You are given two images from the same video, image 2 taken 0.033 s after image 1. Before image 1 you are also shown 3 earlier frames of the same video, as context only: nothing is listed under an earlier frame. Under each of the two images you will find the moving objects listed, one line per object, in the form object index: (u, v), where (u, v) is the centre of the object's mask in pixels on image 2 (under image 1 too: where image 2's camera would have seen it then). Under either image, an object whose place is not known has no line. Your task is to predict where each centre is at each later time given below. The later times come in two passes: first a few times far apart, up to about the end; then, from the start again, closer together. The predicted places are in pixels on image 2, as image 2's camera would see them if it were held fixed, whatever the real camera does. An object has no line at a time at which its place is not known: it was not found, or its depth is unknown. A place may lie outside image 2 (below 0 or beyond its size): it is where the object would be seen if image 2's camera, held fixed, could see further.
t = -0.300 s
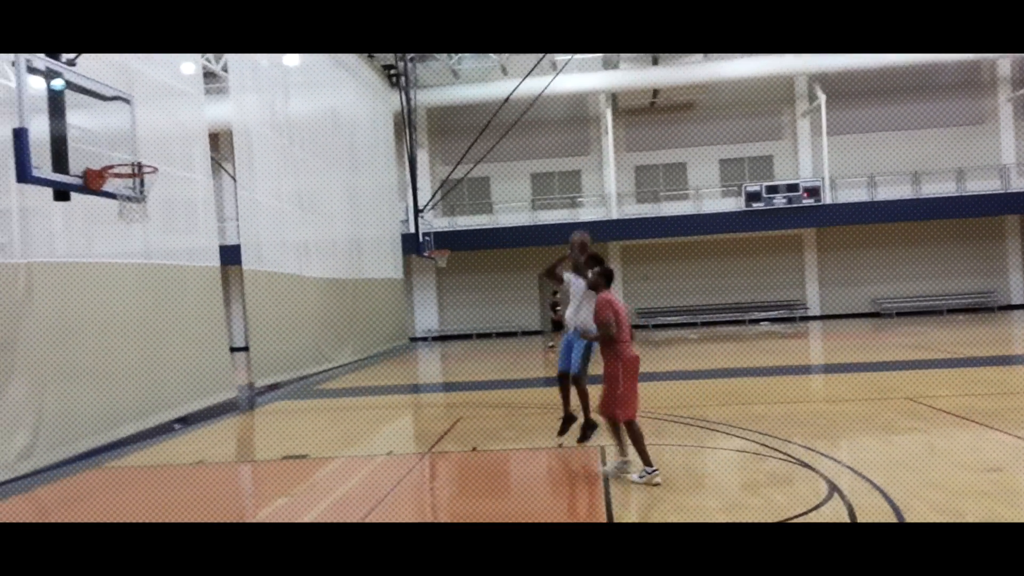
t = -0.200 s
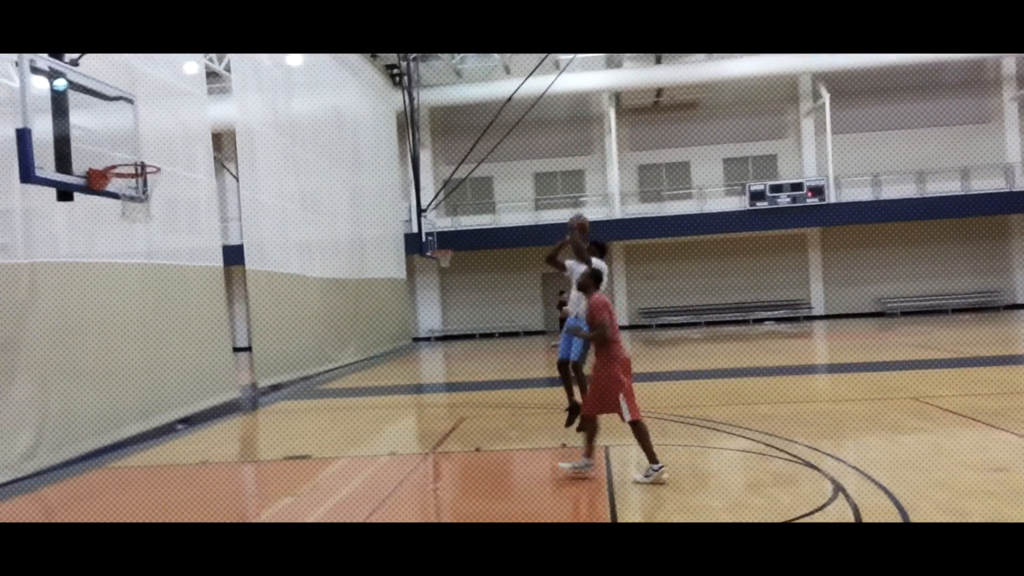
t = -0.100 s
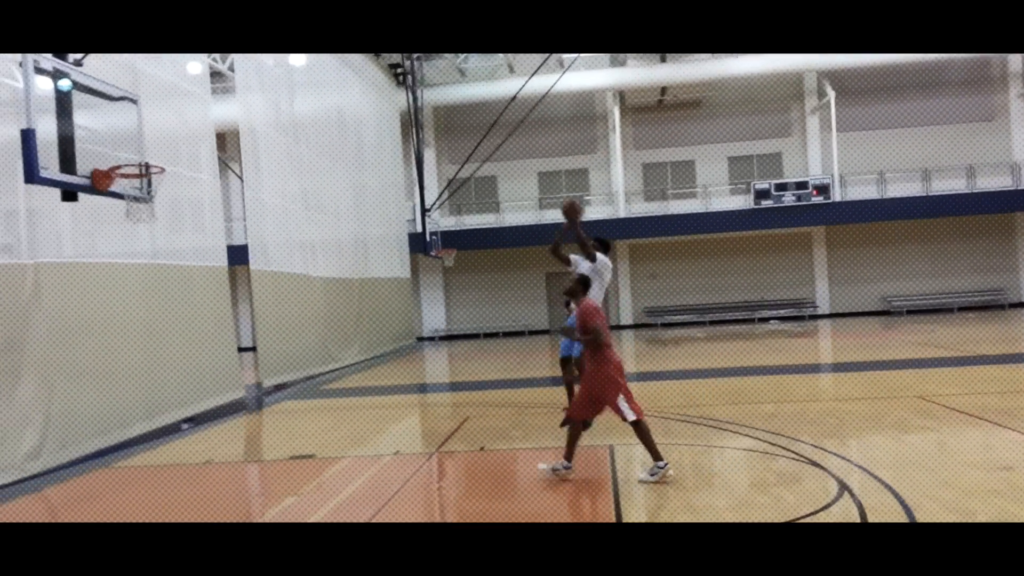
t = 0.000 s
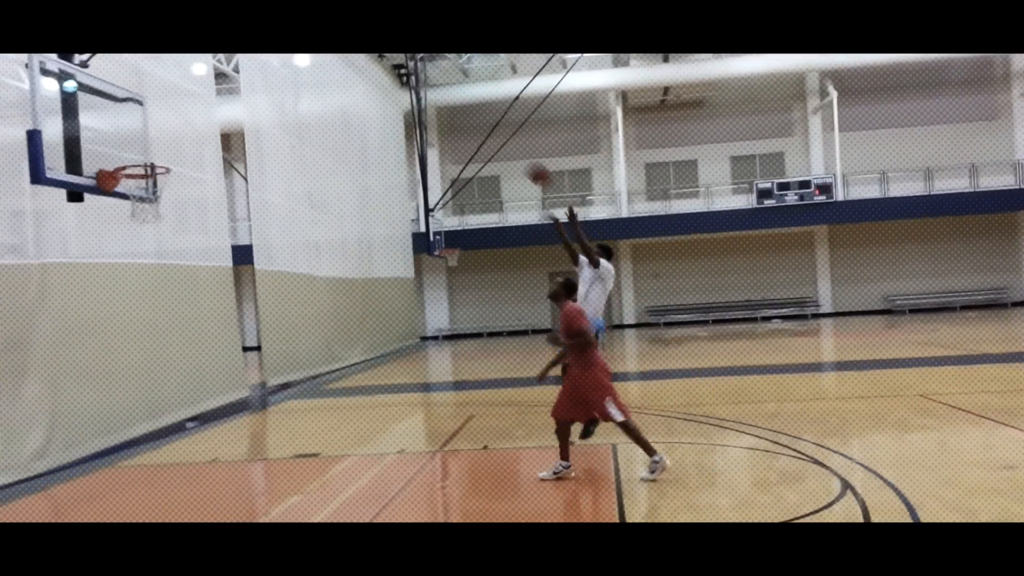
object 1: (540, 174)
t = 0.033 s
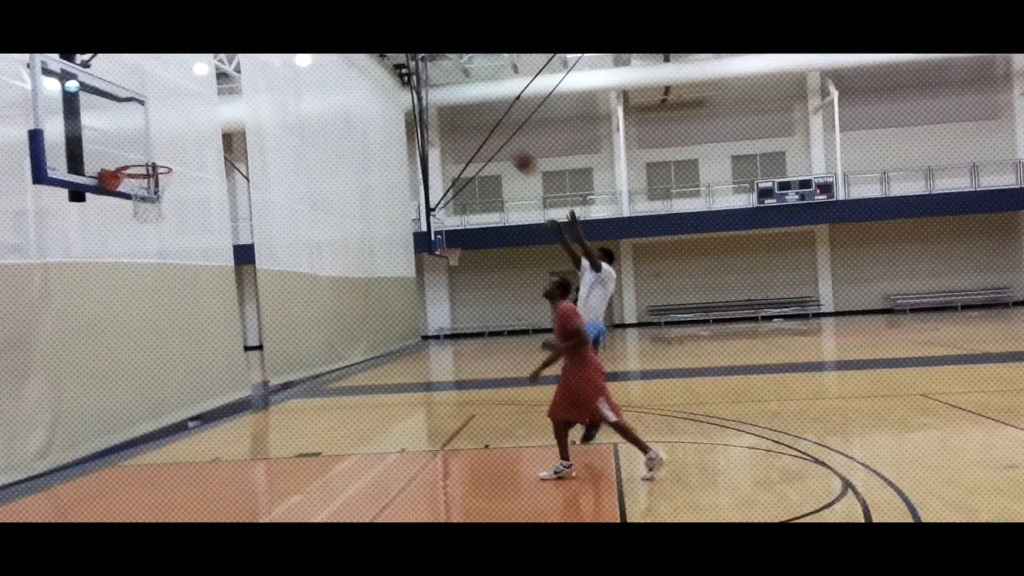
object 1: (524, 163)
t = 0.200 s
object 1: (446, 117)
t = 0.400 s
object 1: (349, 89)
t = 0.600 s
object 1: (250, 103)
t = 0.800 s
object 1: (145, 157)
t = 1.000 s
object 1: (178, 239)
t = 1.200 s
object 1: (227, 338)
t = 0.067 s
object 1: (508, 152)
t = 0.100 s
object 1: (494, 142)
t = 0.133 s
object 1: (476, 132)
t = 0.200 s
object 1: (446, 117)
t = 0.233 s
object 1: (431, 109)
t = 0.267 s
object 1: (416, 104)
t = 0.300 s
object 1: (397, 99)
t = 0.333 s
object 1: (382, 94)
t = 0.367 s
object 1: (366, 91)
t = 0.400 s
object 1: (349, 89)
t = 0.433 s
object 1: (333, 88)
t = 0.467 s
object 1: (317, 89)
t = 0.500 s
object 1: (301, 91)
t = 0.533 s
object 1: (283, 94)
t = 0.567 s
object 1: (266, 98)
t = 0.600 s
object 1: (250, 103)
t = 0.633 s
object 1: (232, 109)
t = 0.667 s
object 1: (214, 117)
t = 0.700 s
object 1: (197, 126)
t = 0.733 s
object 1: (179, 136)
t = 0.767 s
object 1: (163, 147)
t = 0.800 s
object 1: (145, 157)
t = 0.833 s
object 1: (131, 173)
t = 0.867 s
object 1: (140, 190)
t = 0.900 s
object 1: (151, 203)
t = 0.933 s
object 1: (161, 215)
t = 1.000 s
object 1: (178, 239)
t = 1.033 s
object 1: (186, 252)
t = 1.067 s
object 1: (195, 268)
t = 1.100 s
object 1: (203, 284)
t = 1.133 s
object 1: (211, 300)
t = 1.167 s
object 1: (219, 318)
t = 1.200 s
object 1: (227, 338)
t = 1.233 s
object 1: (235, 358)
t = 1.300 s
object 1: (251, 400)
